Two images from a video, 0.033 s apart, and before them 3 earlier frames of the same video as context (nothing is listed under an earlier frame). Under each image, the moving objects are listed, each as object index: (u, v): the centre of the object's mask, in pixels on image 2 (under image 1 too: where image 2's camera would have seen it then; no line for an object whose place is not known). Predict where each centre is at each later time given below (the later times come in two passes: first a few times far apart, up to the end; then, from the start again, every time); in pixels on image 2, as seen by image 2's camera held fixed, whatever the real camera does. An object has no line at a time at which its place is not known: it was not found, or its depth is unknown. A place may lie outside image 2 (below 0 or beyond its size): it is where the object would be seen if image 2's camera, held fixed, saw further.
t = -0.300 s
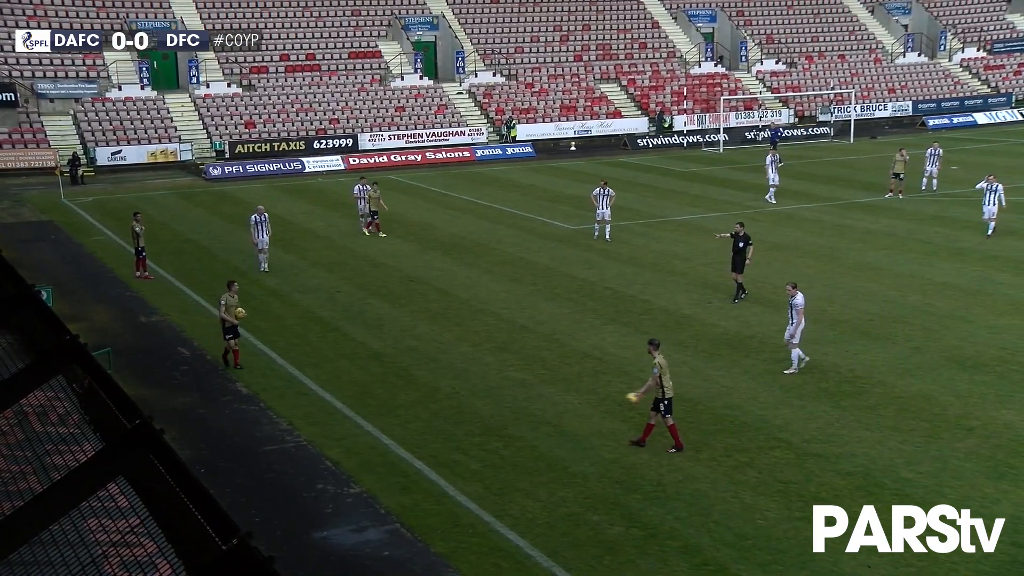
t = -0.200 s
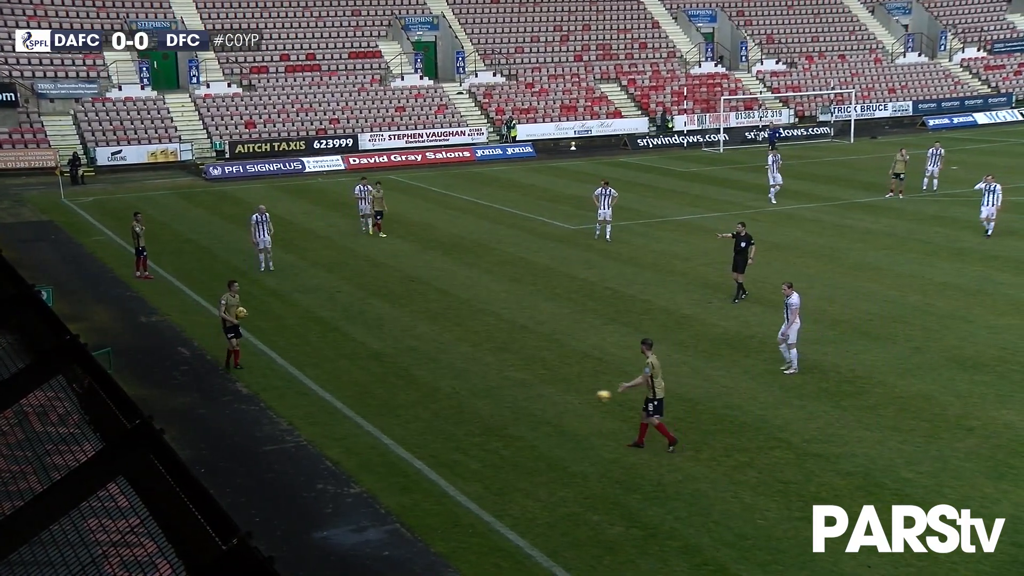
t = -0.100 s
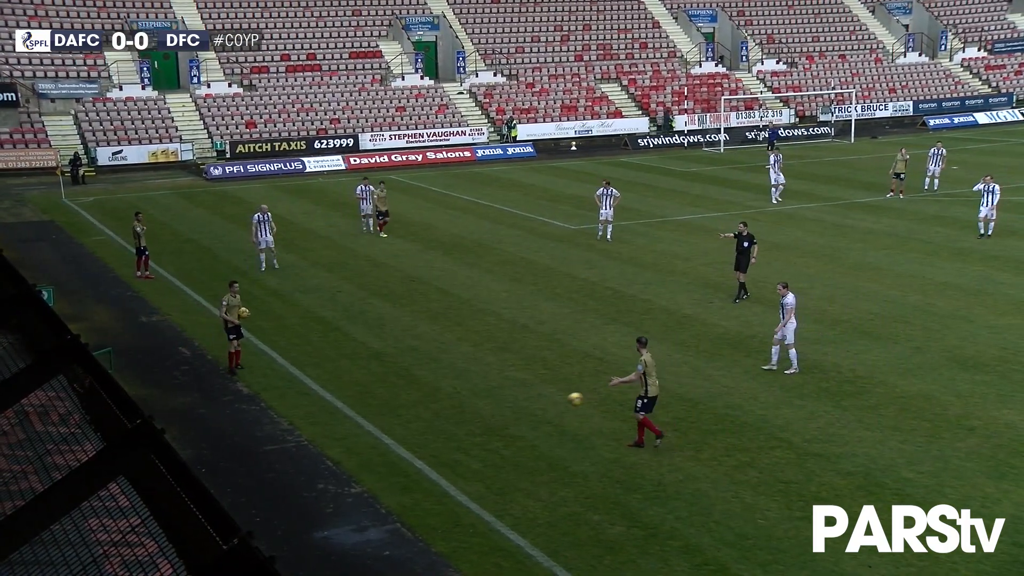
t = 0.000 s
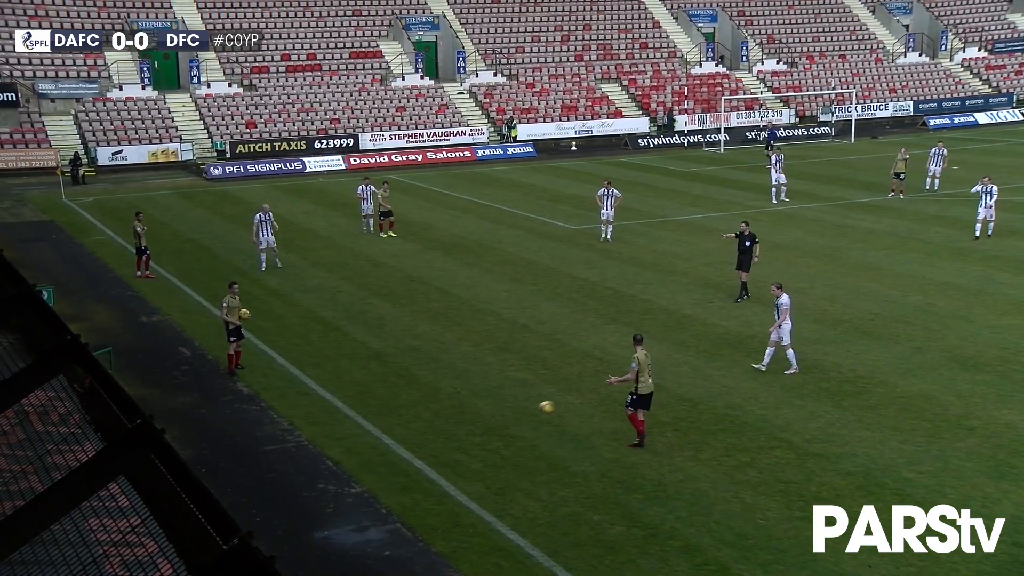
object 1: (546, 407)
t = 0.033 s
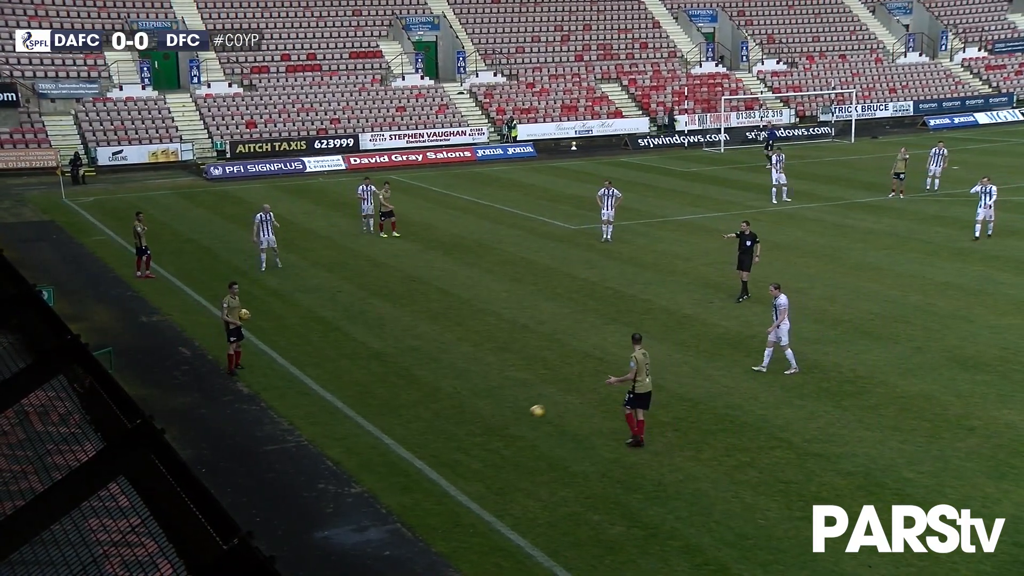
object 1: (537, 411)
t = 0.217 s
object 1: (491, 431)
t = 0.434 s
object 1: (463, 413)
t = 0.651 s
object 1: (435, 422)
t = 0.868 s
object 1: (406, 427)
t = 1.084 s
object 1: (377, 433)
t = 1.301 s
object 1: (349, 432)
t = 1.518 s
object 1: (324, 431)
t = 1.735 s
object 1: (299, 430)
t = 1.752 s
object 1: (297, 430)
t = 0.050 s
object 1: (533, 413)
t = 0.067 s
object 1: (528, 415)
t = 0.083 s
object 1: (523, 418)
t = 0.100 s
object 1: (518, 420)
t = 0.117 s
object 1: (513, 424)
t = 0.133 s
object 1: (508, 427)
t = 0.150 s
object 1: (504, 431)
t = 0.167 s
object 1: (499, 434)
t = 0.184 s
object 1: (495, 437)
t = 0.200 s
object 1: (493, 435)
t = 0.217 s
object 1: (491, 431)
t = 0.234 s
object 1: (489, 429)
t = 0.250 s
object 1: (487, 427)
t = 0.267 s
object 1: (484, 424)
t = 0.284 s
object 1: (482, 422)
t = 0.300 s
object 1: (480, 421)
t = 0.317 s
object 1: (477, 420)
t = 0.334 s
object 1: (475, 419)
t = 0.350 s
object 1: (473, 417)
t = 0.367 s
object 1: (471, 415)
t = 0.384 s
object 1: (469, 415)
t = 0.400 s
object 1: (467, 414)
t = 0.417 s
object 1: (464, 414)
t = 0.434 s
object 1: (463, 413)
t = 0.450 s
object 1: (460, 413)
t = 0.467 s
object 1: (459, 413)
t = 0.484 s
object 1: (457, 412)
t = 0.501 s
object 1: (454, 412)
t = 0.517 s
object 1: (452, 413)
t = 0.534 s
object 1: (450, 414)
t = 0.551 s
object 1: (448, 415)
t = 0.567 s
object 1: (446, 416)
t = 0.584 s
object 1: (443, 417)
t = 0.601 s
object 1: (441, 418)
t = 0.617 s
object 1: (439, 420)
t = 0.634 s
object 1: (437, 421)
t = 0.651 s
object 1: (435, 422)
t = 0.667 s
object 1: (433, 424)
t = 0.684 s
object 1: (431, 426)
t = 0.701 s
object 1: (429, 427)
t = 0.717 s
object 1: (428, 430)
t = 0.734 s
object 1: (425, 434)
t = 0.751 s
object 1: (423, 435)
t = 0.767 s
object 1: (420, 434)
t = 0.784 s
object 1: (418, 432)
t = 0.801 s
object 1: (416, 431)
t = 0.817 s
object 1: (413, 429)
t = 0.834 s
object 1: (411, 428)
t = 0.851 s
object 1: (409, 427)
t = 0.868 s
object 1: (406, 427)
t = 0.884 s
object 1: (404, 426)
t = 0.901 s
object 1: (402, 426)
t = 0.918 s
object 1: (399, 425)
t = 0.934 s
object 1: (397, 425)
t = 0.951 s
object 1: (395, 425)
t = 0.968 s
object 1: (393, 425)
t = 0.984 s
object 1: (391, 426)
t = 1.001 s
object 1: (388, 427)
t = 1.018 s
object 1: (386, 428)
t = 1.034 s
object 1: (384, 429)
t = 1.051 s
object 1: (381, 431)
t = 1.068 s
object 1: (379, 432)
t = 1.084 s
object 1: (377, 433)
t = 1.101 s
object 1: (375, 433)
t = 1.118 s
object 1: (372, 433)
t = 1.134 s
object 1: (370, 432)
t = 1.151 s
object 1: (369, 431)
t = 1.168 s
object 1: (367, 430)
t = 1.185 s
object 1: (364, 429)
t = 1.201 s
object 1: (362, 429)
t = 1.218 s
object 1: (360, 429)
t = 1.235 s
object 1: (358, 429)
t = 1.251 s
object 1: (355, 430)
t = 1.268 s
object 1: (353, 430)
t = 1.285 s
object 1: (352, 431)
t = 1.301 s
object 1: (349, 432)
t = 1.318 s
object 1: (347, 432)
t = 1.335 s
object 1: (345, 432)
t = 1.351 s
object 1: (343, 431)
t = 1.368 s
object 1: (341, 431)
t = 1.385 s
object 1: (339, 431)
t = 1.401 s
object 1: (337, 431)
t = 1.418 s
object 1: (335, 430)
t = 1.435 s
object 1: (333, 431)
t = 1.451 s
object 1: (332, 431)
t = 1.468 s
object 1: (330, 431)
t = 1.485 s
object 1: (328, 431)
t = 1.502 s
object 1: (325, 432)
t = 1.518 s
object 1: (324, 431)
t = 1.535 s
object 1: (321, 431)
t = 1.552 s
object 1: (320, 431)
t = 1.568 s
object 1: (318, 431)
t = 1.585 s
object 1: (316, 431)
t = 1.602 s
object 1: (314, 431)
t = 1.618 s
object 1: (312, 431)
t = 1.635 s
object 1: (310, 431)
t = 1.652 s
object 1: (309, 432)
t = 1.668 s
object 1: (306, 432)
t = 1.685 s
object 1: (305, 432)
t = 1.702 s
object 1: (303, 432)
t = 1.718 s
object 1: (301, 431)
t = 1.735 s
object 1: (299, 430)
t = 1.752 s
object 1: (297, 430)
